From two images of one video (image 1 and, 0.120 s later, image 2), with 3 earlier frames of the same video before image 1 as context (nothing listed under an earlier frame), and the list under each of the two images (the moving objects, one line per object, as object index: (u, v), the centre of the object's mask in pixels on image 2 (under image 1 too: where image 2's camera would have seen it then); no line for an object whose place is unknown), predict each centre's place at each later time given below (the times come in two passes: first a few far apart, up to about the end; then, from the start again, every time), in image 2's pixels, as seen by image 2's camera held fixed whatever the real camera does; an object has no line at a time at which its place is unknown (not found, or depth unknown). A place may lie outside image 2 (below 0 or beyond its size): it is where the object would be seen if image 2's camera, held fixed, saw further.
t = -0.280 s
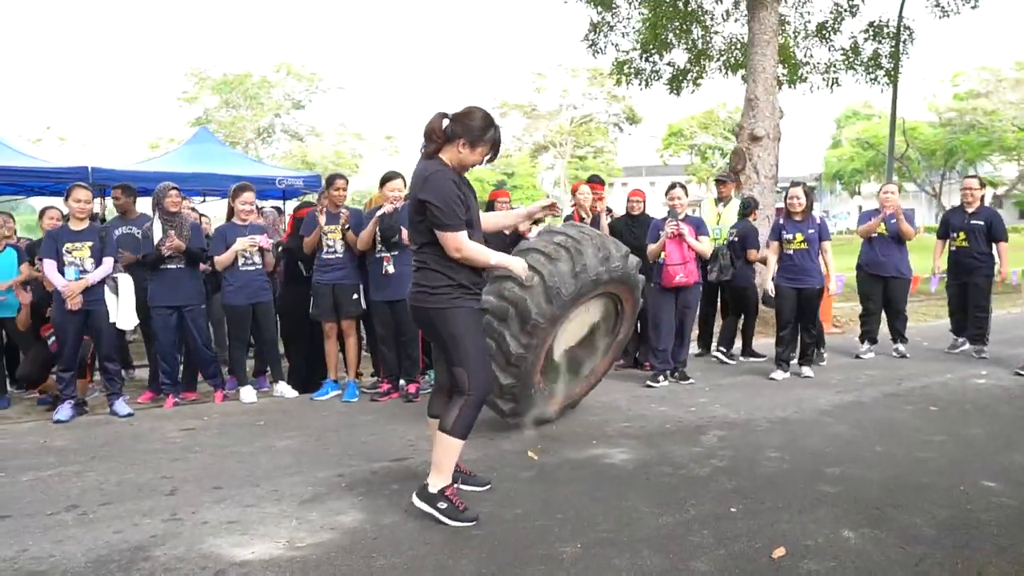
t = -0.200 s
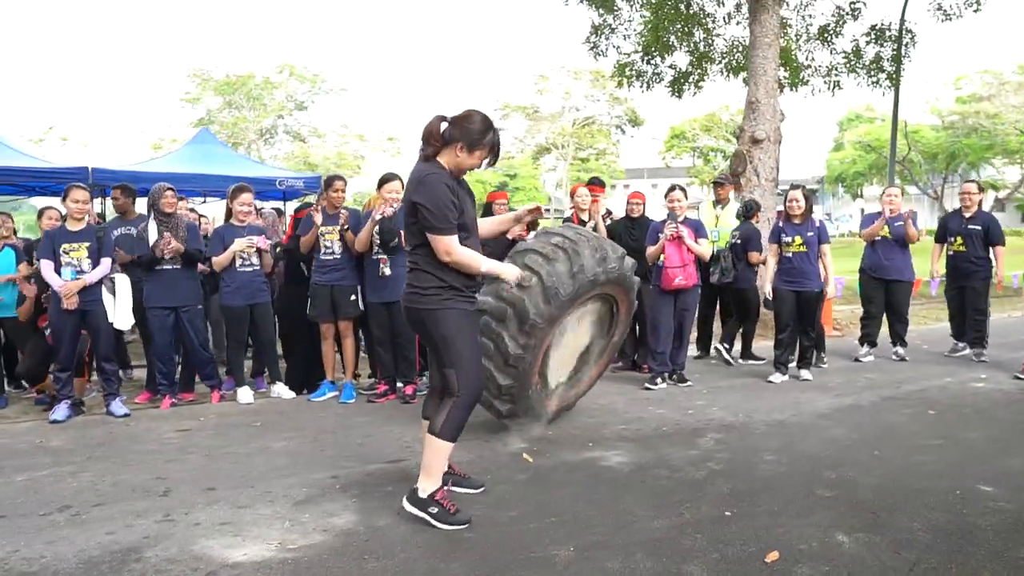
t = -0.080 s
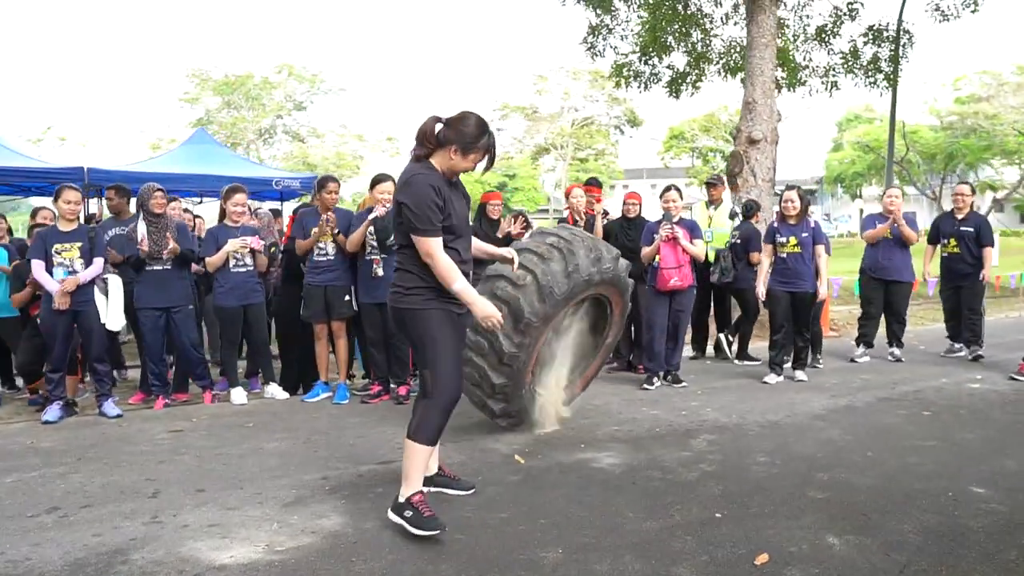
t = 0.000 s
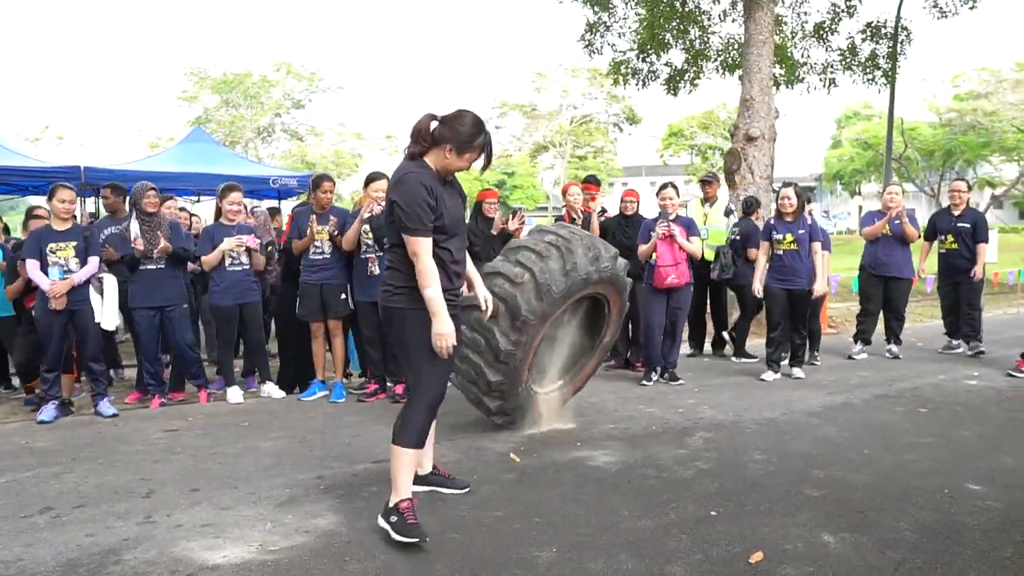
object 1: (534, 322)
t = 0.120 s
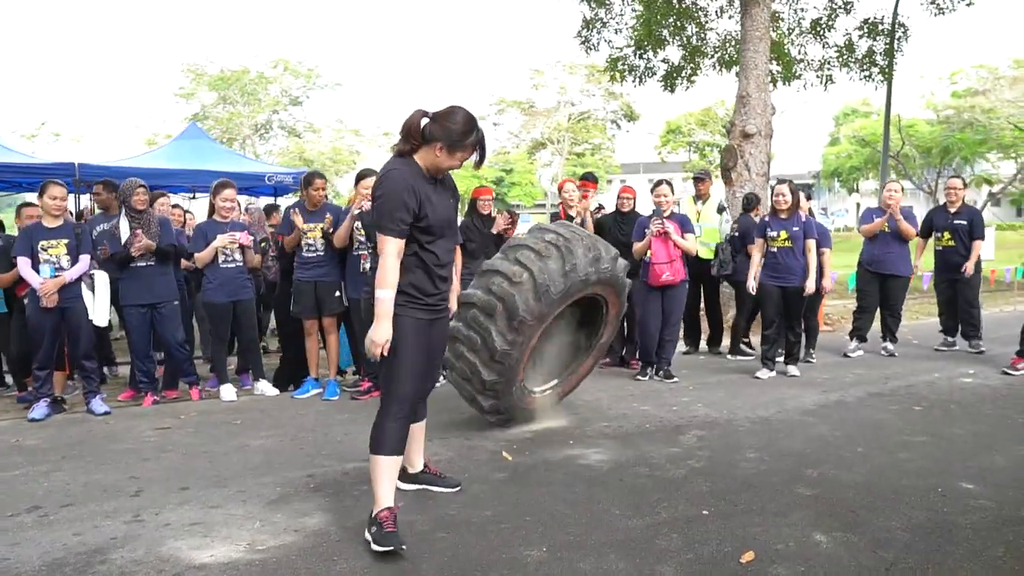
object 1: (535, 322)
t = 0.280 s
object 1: (543, 325)
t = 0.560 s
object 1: (581, 352)
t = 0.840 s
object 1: (623, 399)
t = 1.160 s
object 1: (633, 410)
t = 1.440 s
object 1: (635, 410)
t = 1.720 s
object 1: (639, 410)
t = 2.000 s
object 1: (613, 410)
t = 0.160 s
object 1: (537, 322)
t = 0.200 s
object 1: (539, 323)
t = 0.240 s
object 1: (541, 324)
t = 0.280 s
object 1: (543, 325)
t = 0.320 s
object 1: (547, 327)
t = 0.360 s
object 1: (551, 329)
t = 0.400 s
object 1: (556, 332)
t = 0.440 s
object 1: (560, 335)
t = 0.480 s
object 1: (566, 339)
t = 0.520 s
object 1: (573, 345)
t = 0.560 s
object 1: (581, 352)
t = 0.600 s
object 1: (588, 361)
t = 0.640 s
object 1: (597, 377)
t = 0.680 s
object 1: (605, 392)
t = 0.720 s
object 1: (612, 407)
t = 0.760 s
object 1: (617, 406)
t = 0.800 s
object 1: (619, 401)
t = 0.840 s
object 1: (623, 399)
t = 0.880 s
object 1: (626, 400)
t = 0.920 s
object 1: (628, 403)
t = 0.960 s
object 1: (630, 407)
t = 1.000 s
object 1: (632, 410)
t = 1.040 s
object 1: (634, 411)
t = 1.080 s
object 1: (634, 409)
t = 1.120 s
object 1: (633, 409)
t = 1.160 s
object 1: (633, 410)
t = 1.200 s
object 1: (633, 410)
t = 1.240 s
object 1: (634, 410)
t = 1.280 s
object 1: (634, 410)
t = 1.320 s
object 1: (634, 410)
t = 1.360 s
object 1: (634, 410)
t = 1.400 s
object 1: (634, 410)
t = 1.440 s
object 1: (635, 410)
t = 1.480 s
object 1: (635, 410)
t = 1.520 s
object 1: (635, 410)
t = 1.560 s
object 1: (636, 410)
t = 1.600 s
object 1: (637, 410)
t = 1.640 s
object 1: (637, 410)
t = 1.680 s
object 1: (638, 410)
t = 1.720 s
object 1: (639, 410)
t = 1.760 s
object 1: (639, 411)
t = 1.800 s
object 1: (640, 411)
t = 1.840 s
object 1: (641, 411)
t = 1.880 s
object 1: (641, 411)
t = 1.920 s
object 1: (634, 411)
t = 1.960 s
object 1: (623, 411)
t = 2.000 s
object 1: (613, 410)
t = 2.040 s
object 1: (602, 410)
